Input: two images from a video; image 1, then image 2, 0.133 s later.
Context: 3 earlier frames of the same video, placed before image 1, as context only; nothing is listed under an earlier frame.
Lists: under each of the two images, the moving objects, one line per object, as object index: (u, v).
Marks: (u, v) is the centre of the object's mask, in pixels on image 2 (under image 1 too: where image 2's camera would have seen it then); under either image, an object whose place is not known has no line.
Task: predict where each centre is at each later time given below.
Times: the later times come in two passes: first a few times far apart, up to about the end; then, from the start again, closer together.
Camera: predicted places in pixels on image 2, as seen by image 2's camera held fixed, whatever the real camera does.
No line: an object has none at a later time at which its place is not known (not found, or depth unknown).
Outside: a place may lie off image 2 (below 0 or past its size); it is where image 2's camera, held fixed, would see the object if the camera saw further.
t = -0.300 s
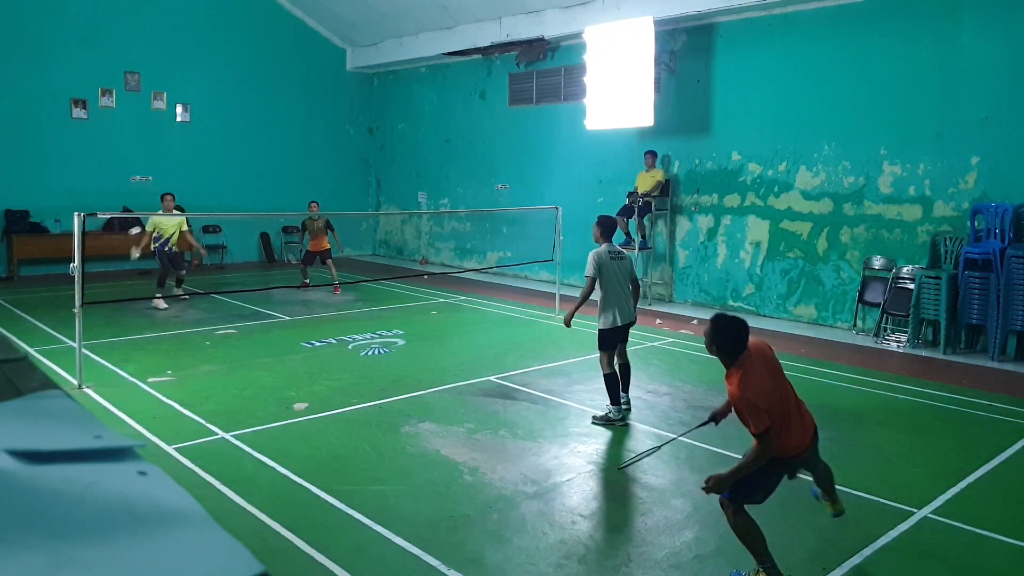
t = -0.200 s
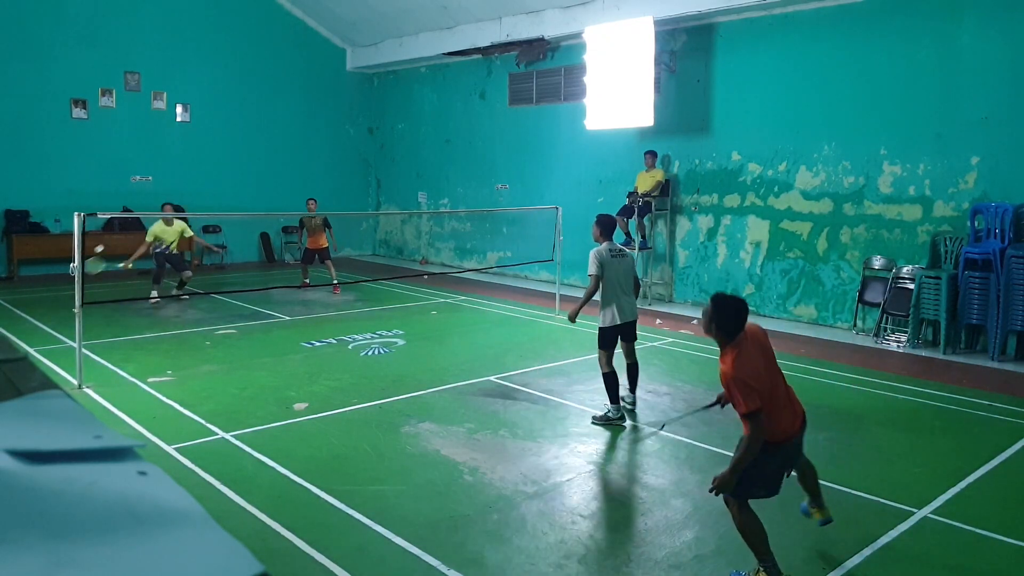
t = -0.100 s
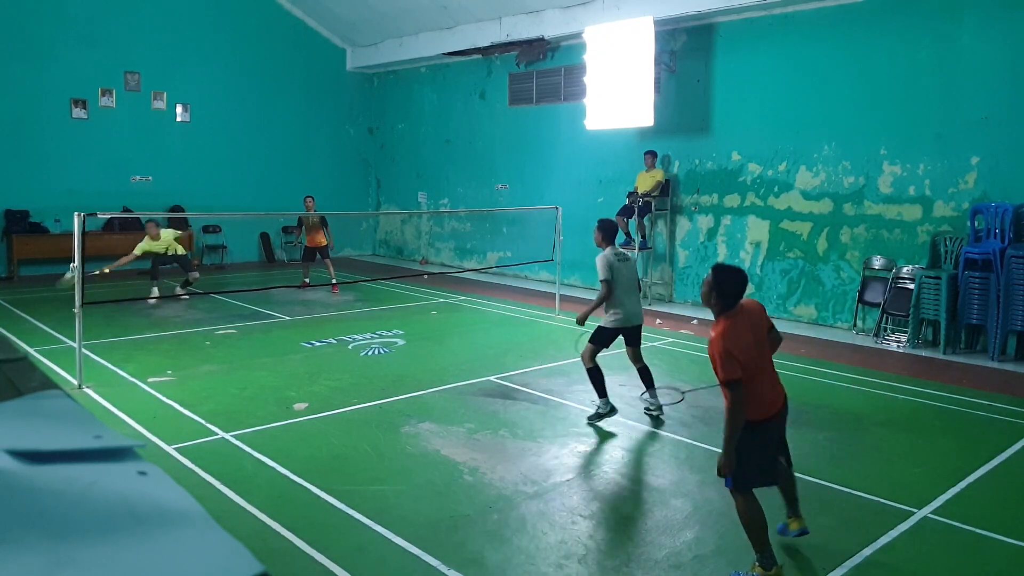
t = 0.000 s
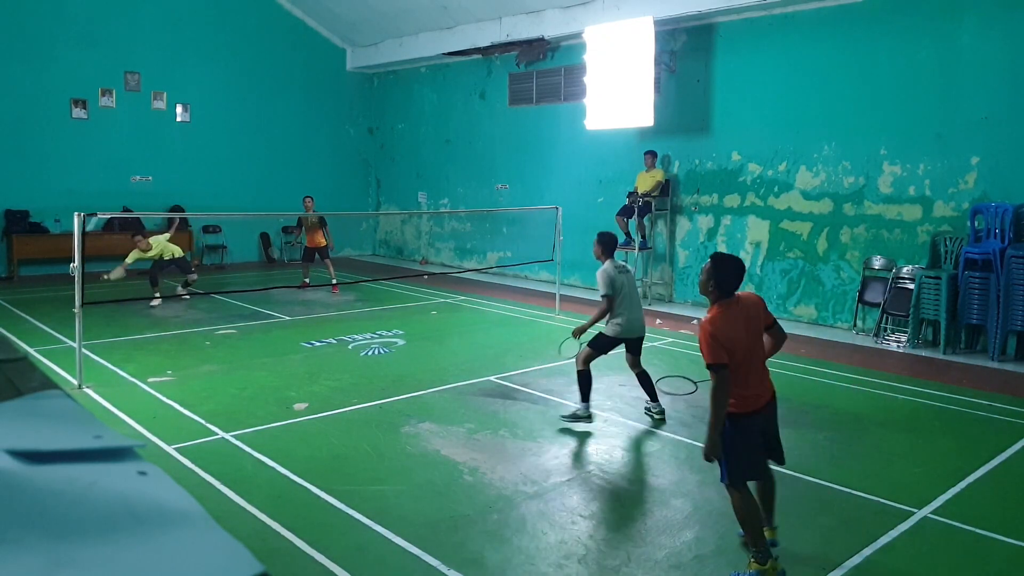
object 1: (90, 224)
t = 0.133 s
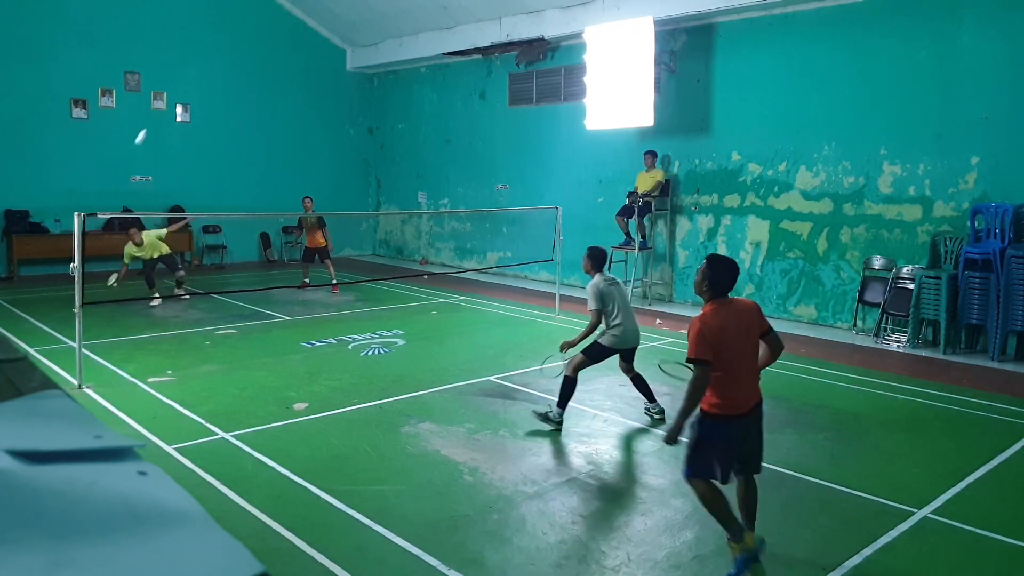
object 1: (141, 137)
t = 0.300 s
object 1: (193, 65)
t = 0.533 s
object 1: (261, 19)
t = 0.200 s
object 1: (162, 104)
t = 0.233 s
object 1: (173, 89)
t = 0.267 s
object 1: (183, 77)
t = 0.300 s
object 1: (193, 65)
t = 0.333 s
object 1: (203, 54)
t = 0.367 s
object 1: (213, 45)
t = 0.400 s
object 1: (222, 37)
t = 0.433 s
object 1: (232, 31)
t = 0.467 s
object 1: (242, 25)
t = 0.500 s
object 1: (251, 22)
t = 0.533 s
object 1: (261, 19)
